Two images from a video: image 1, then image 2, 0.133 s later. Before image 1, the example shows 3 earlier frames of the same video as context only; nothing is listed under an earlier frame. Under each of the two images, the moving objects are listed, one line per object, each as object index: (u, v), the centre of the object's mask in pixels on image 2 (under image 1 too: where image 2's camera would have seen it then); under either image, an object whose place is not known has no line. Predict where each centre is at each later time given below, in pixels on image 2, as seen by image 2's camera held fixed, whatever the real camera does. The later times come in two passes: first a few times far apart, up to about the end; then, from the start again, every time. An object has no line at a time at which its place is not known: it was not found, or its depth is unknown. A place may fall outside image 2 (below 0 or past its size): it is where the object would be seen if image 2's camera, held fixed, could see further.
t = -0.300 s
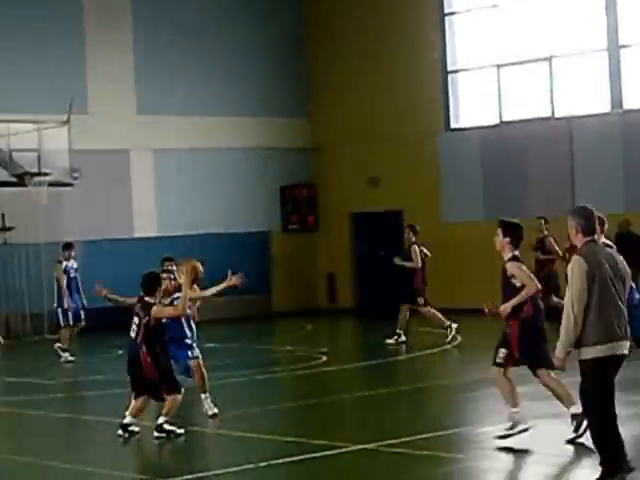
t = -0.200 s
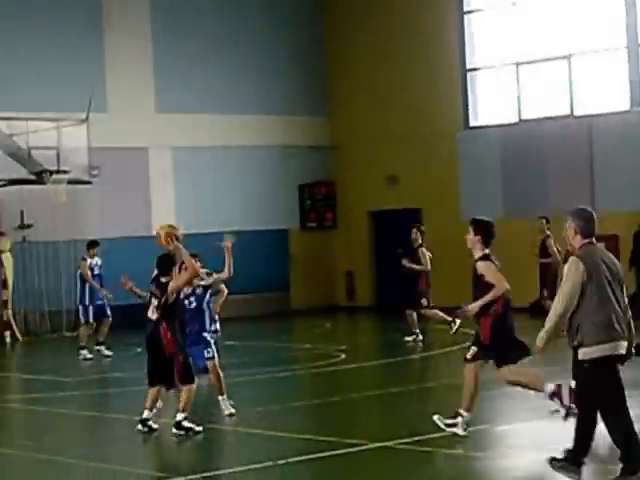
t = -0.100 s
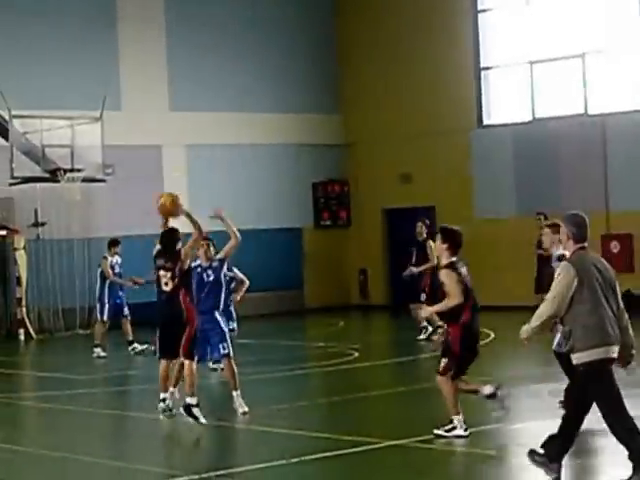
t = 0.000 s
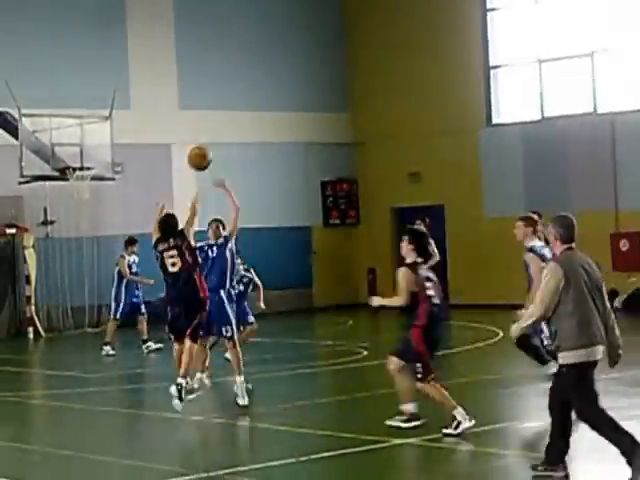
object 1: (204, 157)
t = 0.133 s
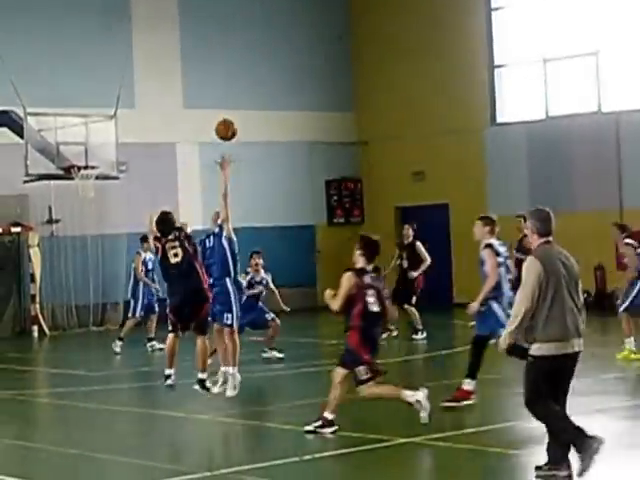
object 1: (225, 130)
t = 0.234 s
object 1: (239, 123)
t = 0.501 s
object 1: (268, 142)
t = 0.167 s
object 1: (230, 126)
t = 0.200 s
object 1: (235, 124)
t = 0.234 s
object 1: (239, 123)
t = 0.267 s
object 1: (243, 122)
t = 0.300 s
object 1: (247, 123)
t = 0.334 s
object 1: (251, 123)
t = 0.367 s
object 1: (255, 125)
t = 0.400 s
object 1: (258, 129)
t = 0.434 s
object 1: (262, 133)
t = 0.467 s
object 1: (265, 137)
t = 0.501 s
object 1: (268, 142)
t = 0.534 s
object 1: (272, 147)
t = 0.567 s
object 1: (275, 153)
